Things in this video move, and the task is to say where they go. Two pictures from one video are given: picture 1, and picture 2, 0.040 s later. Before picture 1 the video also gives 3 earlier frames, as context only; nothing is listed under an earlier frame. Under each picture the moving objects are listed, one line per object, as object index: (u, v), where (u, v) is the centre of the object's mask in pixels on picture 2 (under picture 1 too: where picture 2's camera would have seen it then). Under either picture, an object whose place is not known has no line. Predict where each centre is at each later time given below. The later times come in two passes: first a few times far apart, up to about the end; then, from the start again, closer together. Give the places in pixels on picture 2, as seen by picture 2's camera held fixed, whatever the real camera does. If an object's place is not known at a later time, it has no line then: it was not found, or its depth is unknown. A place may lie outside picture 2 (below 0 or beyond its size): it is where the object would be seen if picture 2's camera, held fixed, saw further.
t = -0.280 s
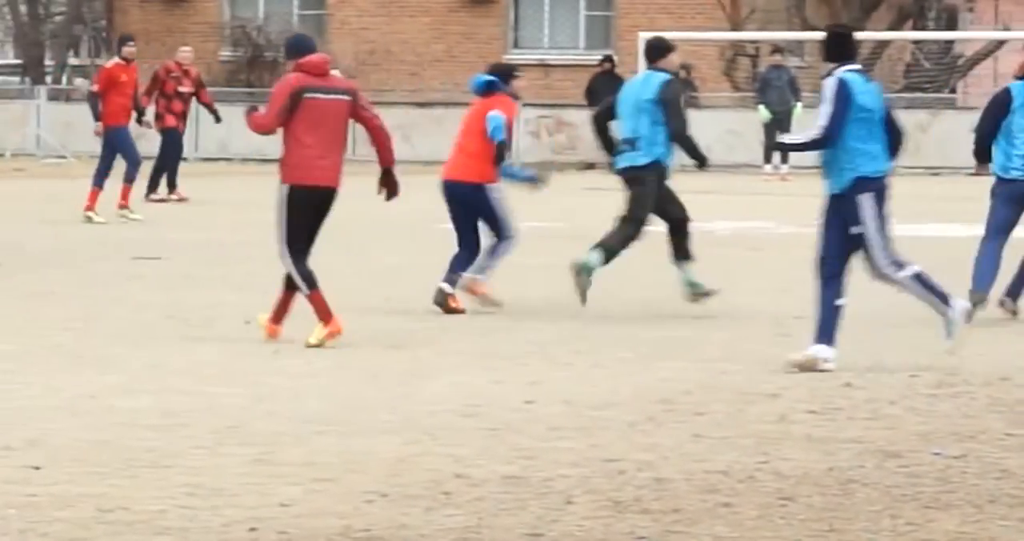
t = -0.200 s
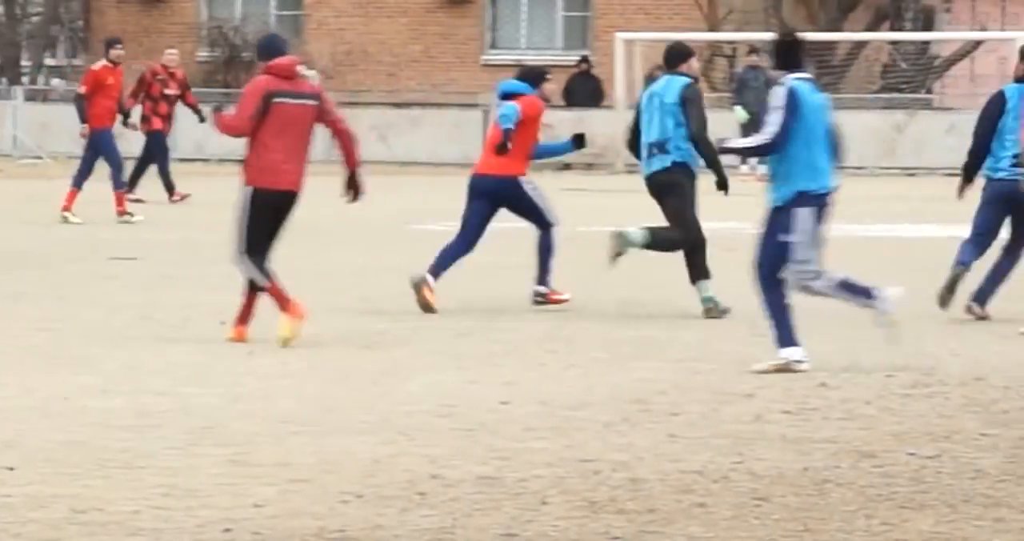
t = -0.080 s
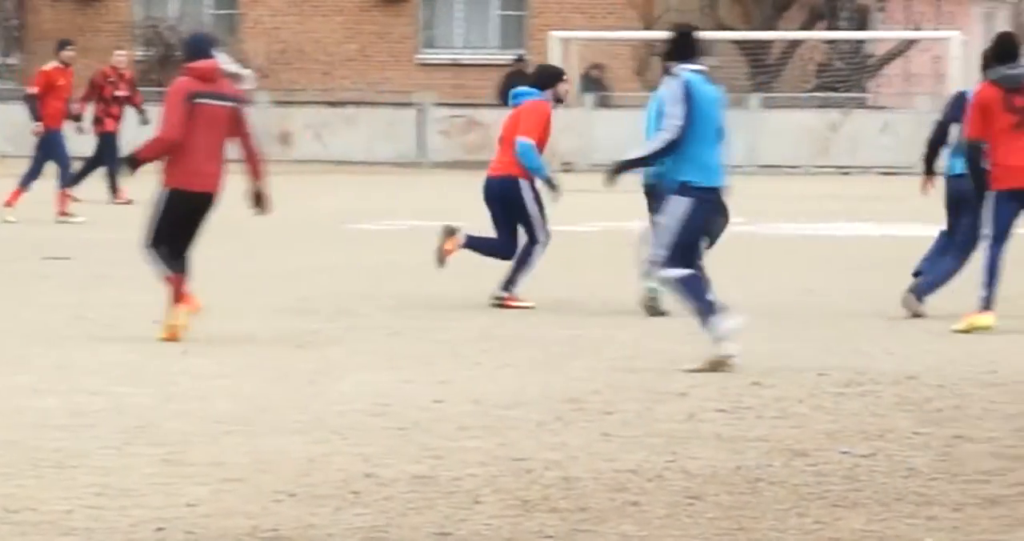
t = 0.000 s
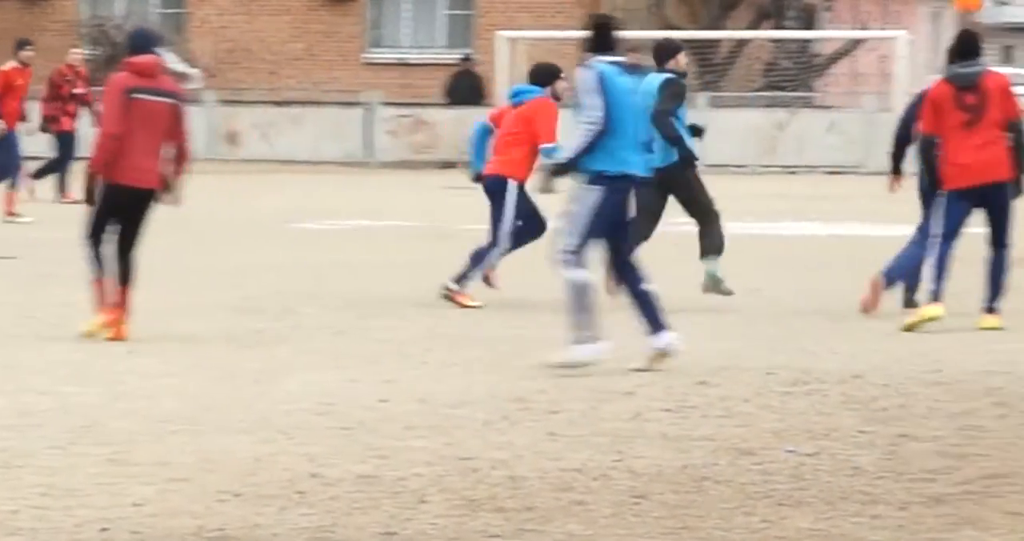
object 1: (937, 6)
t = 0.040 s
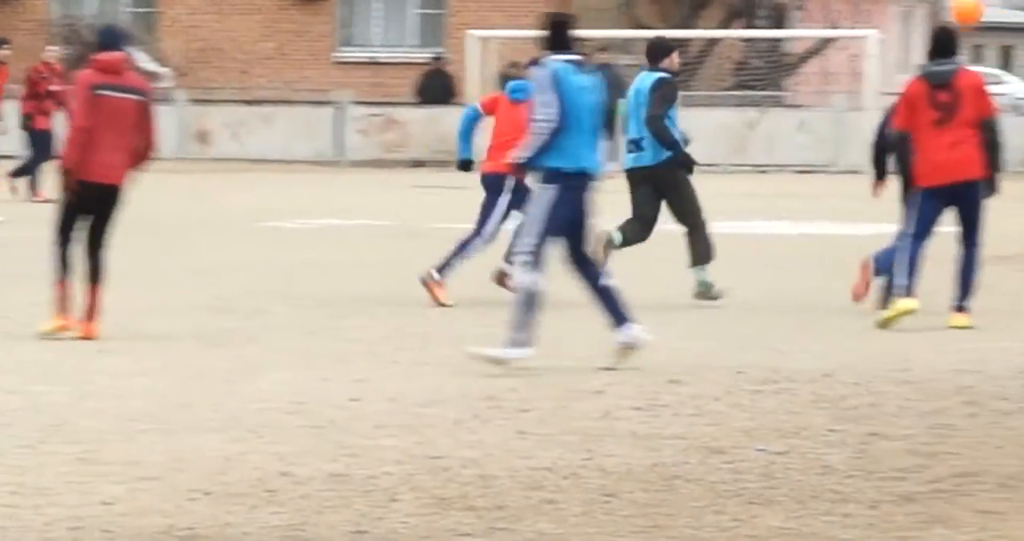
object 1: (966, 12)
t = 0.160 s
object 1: (1052, 59)
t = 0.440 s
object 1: (1243, 259)
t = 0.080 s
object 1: (995, 24)
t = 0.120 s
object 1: (1024, 41)
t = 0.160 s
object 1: (1052, 59)
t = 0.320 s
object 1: (1160, 160)
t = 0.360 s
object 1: (1186, 190)
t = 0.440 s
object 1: (1243, 259)
